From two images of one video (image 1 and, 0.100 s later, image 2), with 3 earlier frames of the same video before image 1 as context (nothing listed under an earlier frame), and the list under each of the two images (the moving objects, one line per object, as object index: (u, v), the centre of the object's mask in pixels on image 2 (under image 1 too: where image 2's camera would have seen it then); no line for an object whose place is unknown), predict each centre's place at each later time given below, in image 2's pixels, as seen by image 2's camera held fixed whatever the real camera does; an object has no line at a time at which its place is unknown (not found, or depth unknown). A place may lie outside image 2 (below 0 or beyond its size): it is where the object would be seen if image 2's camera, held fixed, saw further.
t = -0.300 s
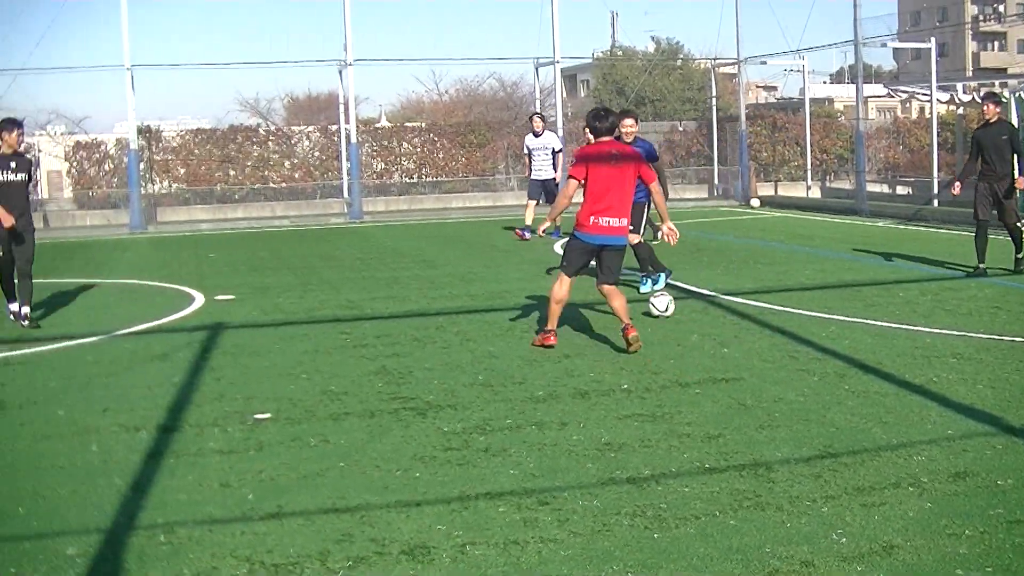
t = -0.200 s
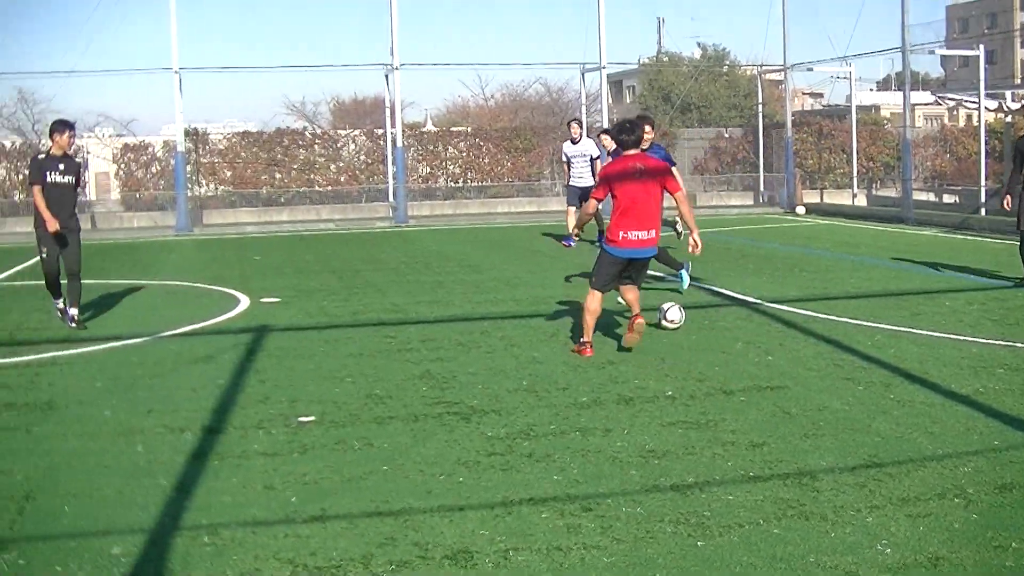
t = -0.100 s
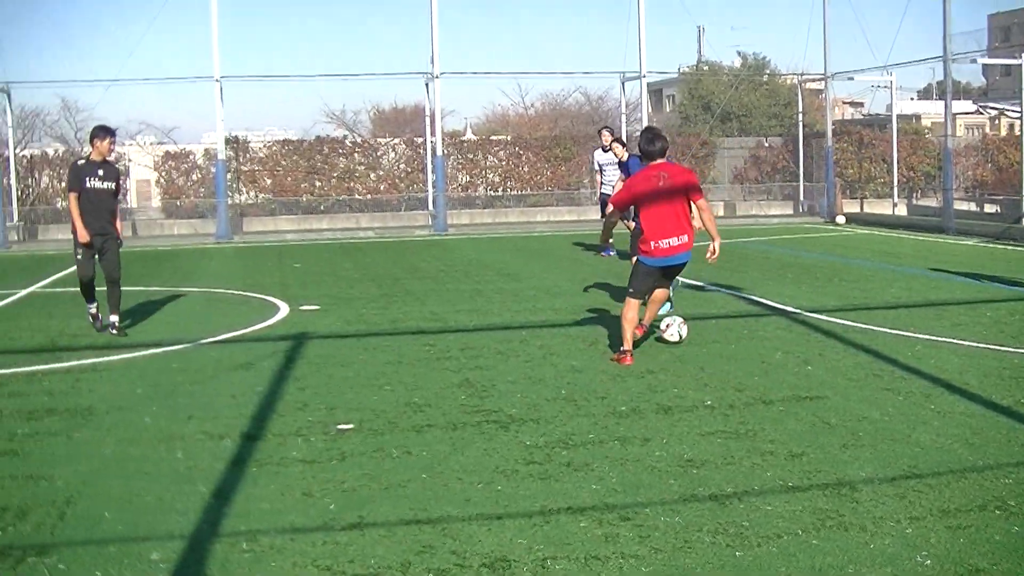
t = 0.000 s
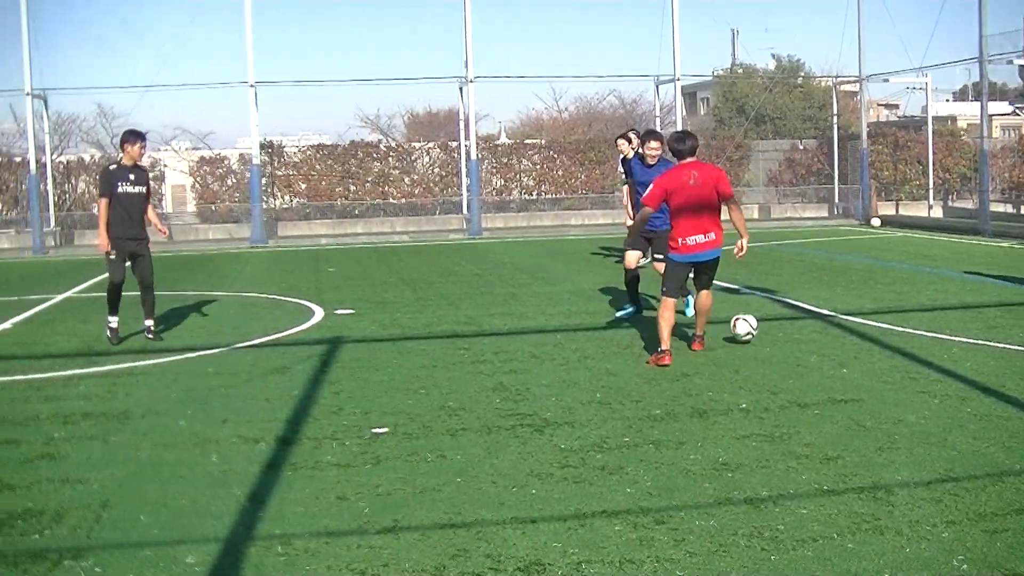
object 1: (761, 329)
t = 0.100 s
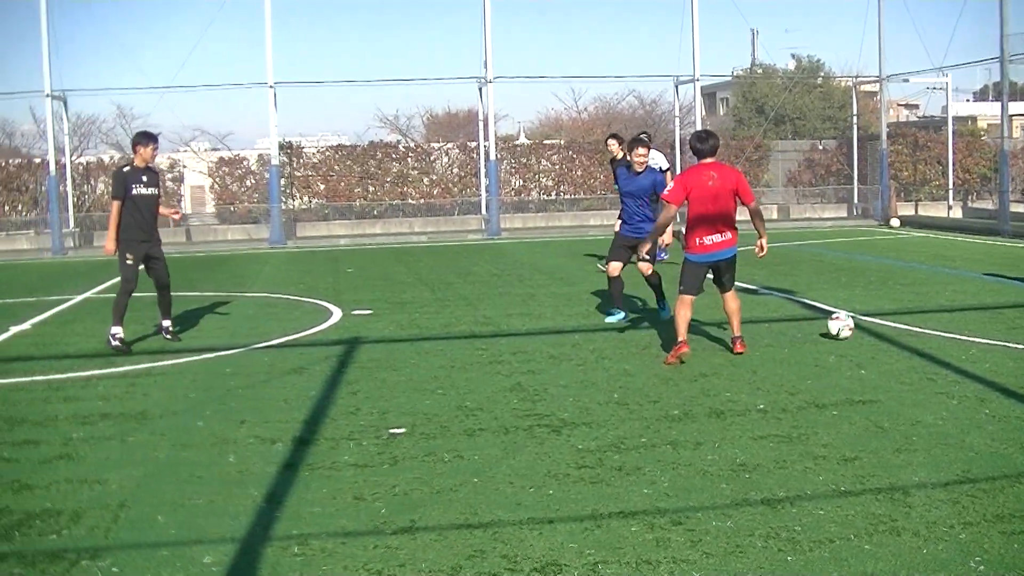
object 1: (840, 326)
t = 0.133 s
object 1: (863, 323)
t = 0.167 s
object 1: (883, 320)
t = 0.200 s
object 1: (903, 318)
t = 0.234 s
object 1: (923, 317)
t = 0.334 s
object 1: (968, 309)
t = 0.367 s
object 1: (980, 309)
